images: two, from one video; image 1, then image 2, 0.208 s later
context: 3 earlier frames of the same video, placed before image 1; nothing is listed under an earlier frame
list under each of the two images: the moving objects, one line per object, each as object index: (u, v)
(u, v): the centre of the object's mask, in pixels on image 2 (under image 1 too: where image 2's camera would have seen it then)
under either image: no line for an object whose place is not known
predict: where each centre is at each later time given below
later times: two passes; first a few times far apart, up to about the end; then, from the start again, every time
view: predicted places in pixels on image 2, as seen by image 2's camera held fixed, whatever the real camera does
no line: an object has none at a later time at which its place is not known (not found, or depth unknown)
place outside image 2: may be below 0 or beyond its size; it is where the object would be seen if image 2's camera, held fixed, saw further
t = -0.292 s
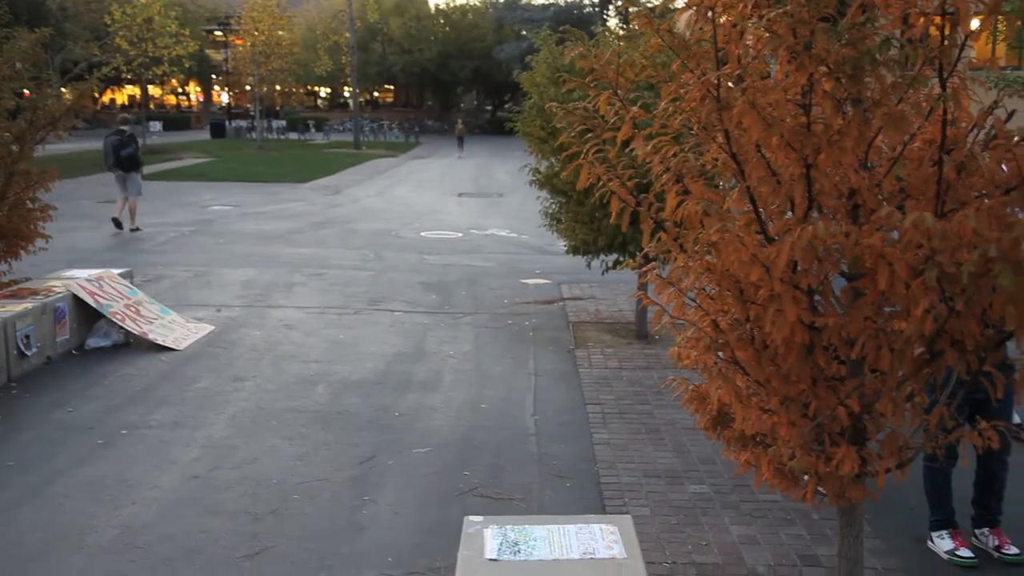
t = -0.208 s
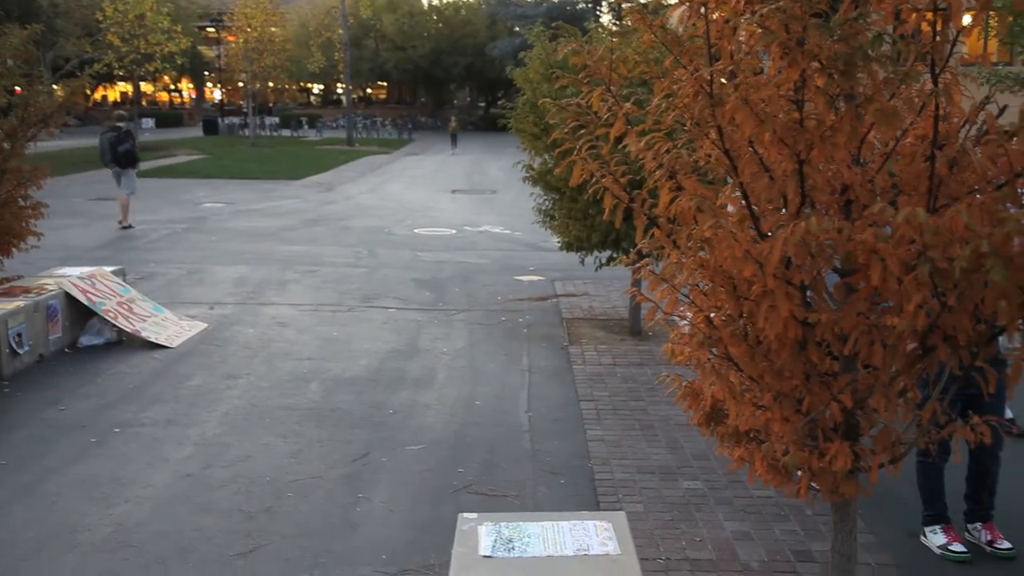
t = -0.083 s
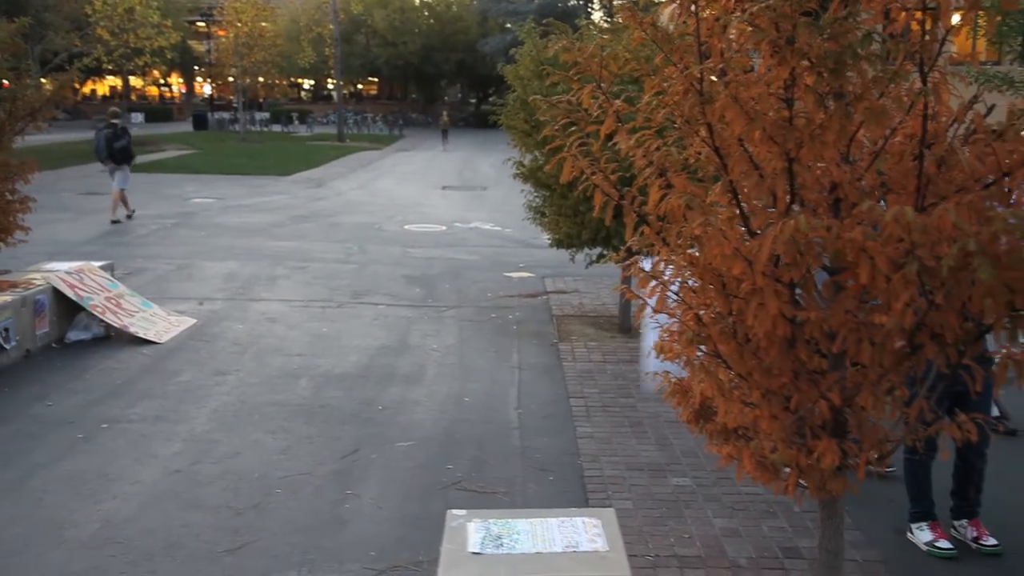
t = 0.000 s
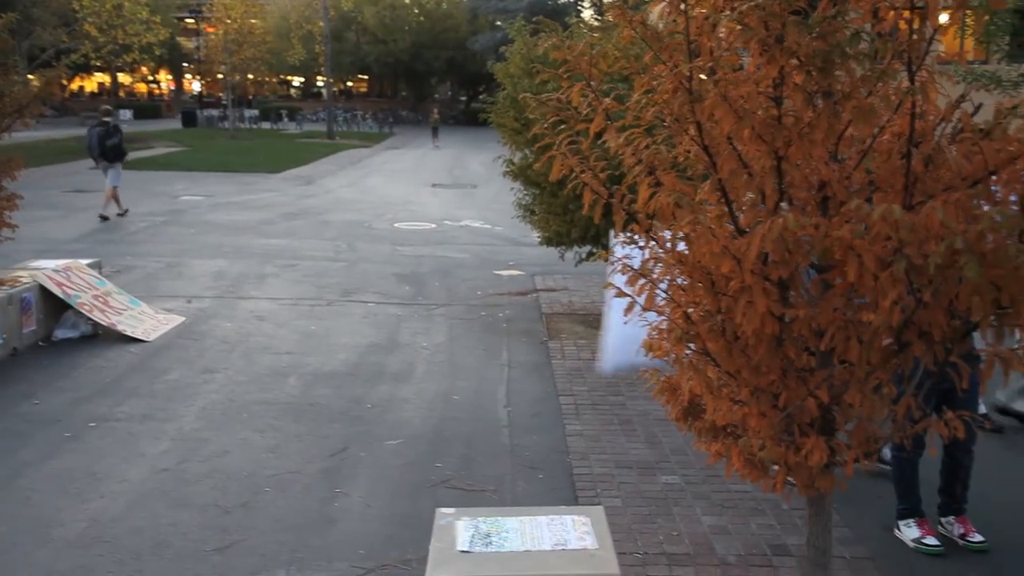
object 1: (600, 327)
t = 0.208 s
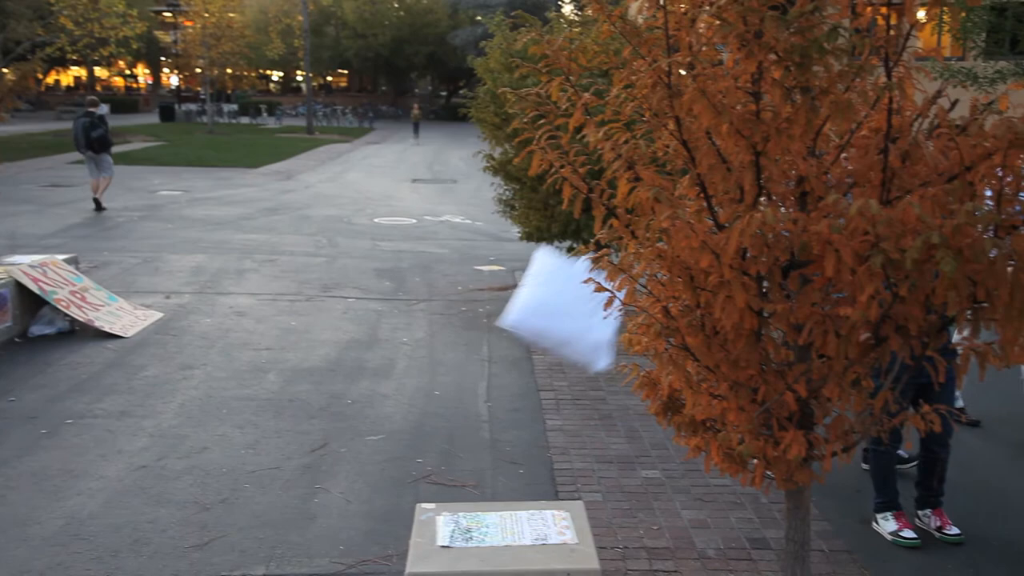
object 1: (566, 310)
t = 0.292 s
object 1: (537, 342)
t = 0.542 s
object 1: (449, 508)
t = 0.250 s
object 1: (553, 323)
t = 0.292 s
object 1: (537, 342)
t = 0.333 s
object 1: (519, 364)
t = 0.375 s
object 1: (500, 388)
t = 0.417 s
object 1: (483, 418)
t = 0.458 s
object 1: (467, 450)
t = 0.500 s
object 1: (456, 481)
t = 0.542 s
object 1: (449, 508)
